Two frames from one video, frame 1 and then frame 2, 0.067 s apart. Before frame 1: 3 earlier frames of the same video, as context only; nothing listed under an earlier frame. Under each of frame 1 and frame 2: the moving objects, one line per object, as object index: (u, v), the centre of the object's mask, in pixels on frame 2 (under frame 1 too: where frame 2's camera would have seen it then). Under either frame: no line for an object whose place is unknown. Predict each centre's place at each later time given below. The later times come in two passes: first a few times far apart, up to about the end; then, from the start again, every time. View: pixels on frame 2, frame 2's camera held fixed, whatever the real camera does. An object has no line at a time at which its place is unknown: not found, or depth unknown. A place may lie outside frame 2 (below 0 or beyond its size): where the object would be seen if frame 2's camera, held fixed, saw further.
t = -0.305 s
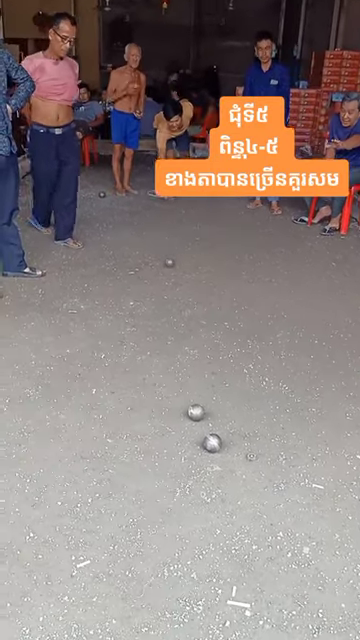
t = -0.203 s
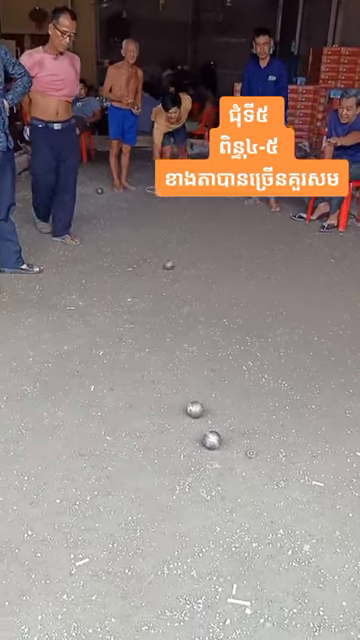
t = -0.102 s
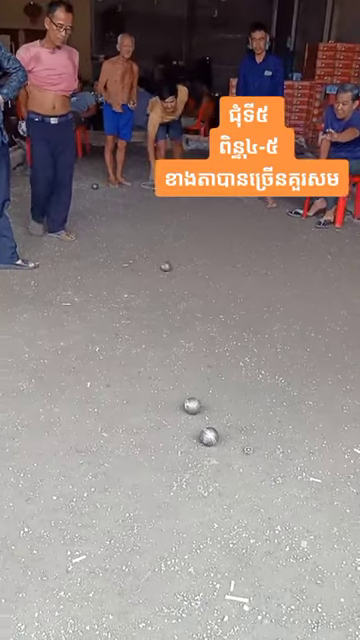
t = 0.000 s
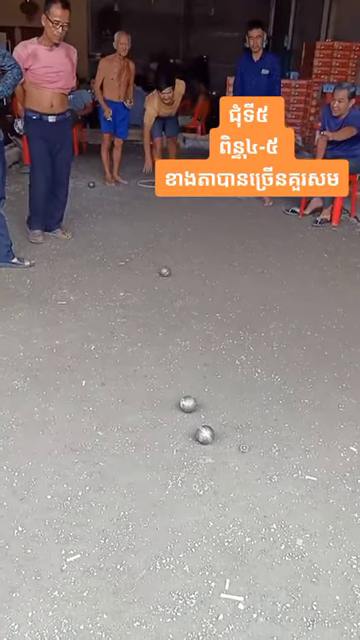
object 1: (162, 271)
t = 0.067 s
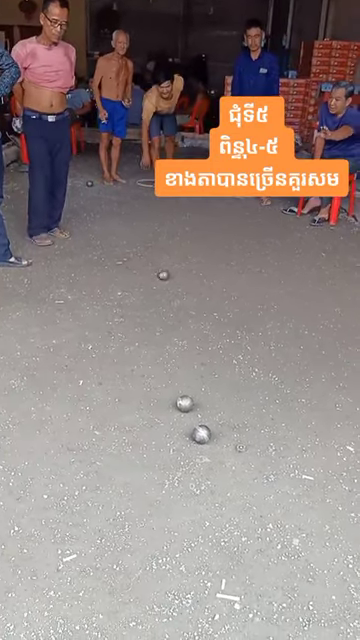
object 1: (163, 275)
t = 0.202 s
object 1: (166, 283)
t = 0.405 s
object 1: (175, 296)
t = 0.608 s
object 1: (183, 309)
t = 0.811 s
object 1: (187, 321)
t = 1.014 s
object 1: (191, 332)
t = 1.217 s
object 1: (194, 343)
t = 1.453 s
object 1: (194, 353)
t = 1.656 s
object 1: (191, 360)
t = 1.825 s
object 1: (185, 366)
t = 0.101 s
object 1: (164, 277)
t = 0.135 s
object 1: (165, 279)
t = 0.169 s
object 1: (166, 282)
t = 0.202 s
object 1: (166, 283)
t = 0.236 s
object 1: (168, 285)
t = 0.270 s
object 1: (168, 288)
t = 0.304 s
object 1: (170, 291)
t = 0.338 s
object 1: (172, 292)
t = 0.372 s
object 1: (174, 294)
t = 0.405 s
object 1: (175, 296)
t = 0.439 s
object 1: (176, 298)
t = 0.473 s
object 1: (177, 300)
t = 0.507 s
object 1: (179, 303)
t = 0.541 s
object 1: (180, 304)
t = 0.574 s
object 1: (182, 307)
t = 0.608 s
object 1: (183, 309)
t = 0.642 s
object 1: (183, 310)
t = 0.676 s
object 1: (184, 313)
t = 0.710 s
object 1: (186, 315)
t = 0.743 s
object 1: (186, 317)
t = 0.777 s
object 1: (187, 319)
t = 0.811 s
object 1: (187, 321)
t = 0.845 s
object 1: (187, 323)
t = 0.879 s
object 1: (188, 324)
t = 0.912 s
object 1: (189, 327)
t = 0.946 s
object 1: (190, 329)
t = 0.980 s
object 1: (190, 331)
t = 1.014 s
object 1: (191, 332)
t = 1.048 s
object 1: (192, 335)
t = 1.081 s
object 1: (192, 335)
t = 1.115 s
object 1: (193, 338)
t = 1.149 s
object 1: (194, 339)
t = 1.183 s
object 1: (194, 341)
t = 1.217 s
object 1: (194, 343)
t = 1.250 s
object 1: (194, 344)
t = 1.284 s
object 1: (194, 346)
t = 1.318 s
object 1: (194, 347)
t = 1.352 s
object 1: (194, 348)
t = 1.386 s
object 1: (194, 350)
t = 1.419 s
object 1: (194, 352)
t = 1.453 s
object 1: (194, 353)
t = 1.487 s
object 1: (194, 354)
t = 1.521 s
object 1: (194, 356)
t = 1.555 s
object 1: (193, 357)
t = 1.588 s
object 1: (193, 358)
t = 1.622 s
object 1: (192, 359)
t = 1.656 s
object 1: (191, 360)
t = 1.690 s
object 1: (190, 361)
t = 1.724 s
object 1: (188, 363)
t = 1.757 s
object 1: (187, 364)
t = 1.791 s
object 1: (186, 365)
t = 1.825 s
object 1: (185, 366)
